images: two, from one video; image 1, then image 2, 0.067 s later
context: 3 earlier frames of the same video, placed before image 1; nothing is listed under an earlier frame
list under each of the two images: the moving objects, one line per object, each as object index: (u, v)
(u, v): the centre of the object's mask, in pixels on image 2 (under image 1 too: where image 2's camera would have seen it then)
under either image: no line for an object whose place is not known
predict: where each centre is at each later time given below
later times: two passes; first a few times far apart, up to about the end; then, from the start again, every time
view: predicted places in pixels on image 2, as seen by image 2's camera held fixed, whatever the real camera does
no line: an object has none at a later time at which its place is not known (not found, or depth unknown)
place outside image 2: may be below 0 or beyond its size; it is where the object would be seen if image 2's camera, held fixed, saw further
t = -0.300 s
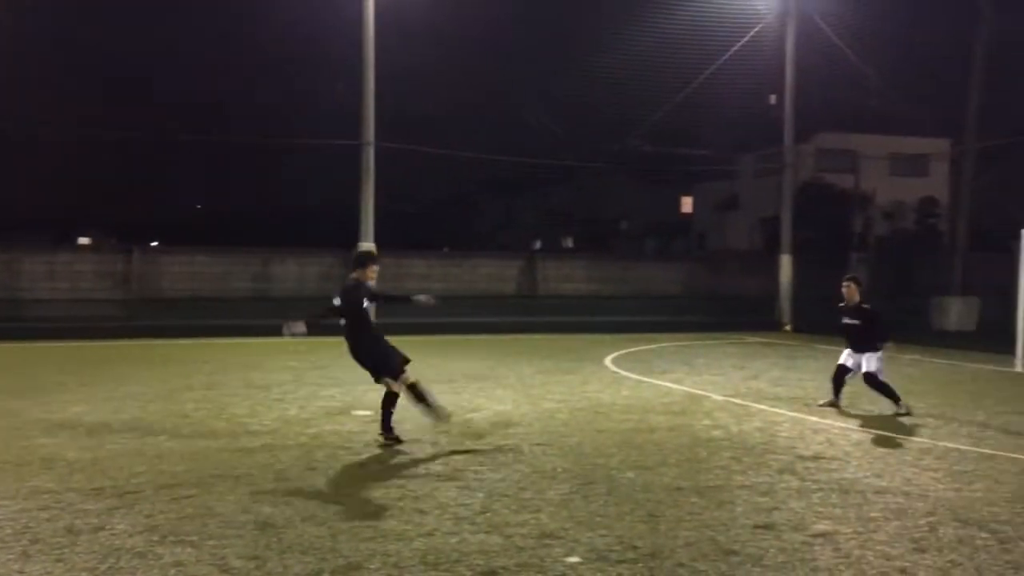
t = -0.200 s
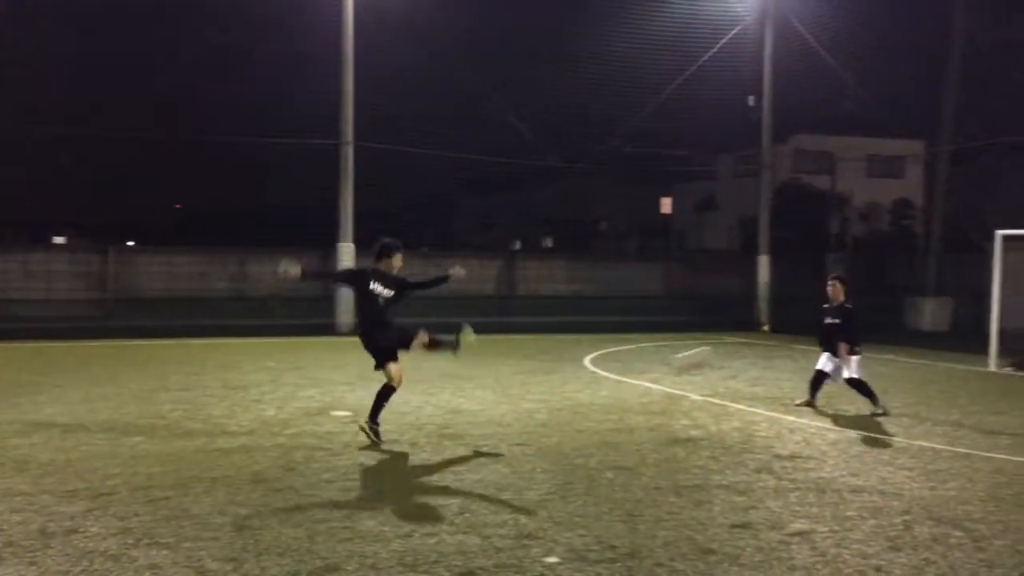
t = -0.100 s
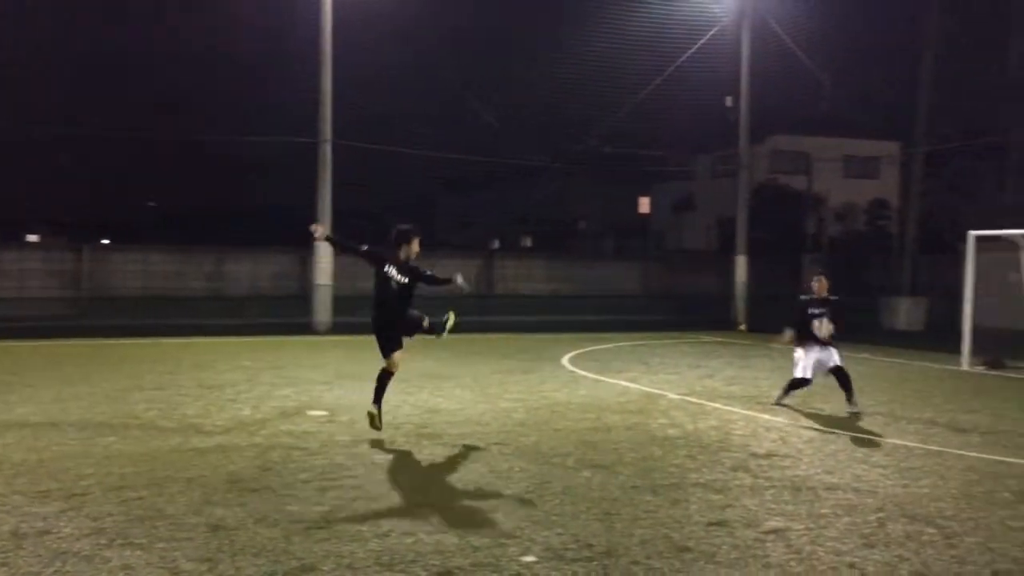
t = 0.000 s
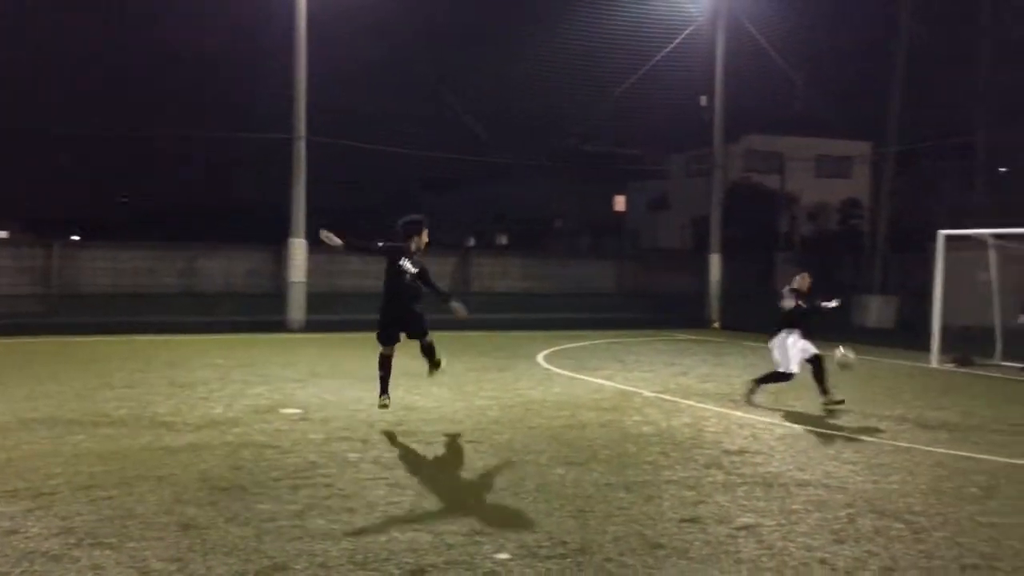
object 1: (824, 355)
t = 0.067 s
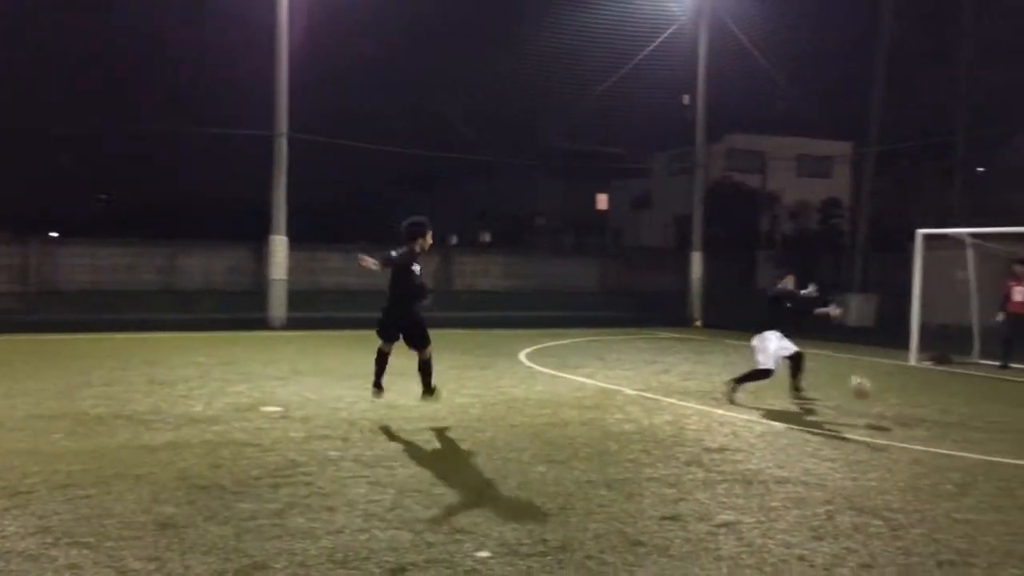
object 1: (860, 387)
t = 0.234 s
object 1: (920, 397)
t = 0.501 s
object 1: (997, 406)
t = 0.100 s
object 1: (879, 403)
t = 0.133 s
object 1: (894, 413)
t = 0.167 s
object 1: (902, 406)
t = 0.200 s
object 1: (912, 401)
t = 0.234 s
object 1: (920, 397)
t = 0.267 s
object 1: (930, 394)
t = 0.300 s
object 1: (940, 392)
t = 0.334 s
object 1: (949, 392)
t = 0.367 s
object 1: (958, 392)
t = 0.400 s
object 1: (967, 393)
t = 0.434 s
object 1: (978, 396)
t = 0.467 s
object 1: (988, 401)
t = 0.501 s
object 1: (997, 406)
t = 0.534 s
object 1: (1008, 411)
